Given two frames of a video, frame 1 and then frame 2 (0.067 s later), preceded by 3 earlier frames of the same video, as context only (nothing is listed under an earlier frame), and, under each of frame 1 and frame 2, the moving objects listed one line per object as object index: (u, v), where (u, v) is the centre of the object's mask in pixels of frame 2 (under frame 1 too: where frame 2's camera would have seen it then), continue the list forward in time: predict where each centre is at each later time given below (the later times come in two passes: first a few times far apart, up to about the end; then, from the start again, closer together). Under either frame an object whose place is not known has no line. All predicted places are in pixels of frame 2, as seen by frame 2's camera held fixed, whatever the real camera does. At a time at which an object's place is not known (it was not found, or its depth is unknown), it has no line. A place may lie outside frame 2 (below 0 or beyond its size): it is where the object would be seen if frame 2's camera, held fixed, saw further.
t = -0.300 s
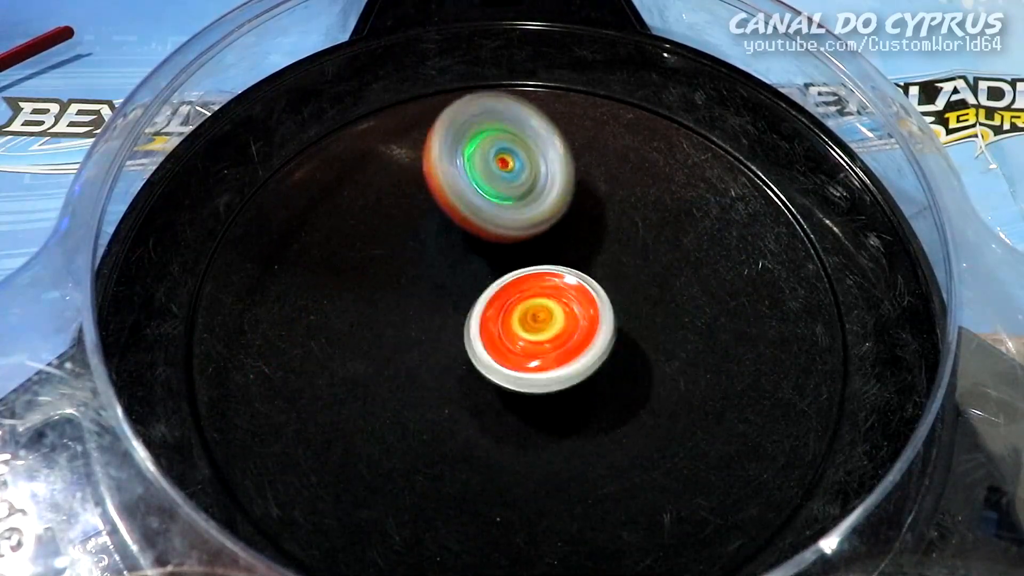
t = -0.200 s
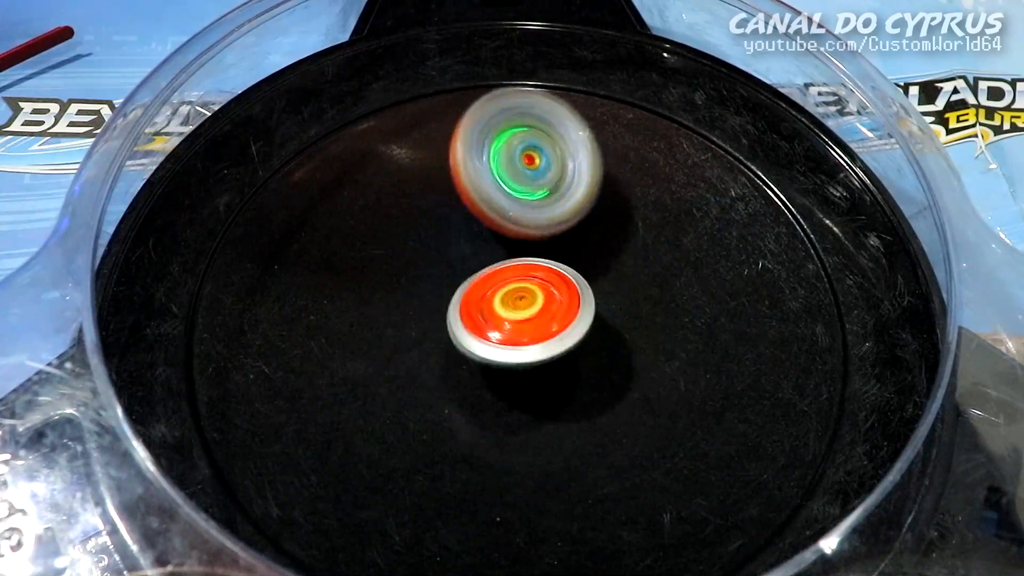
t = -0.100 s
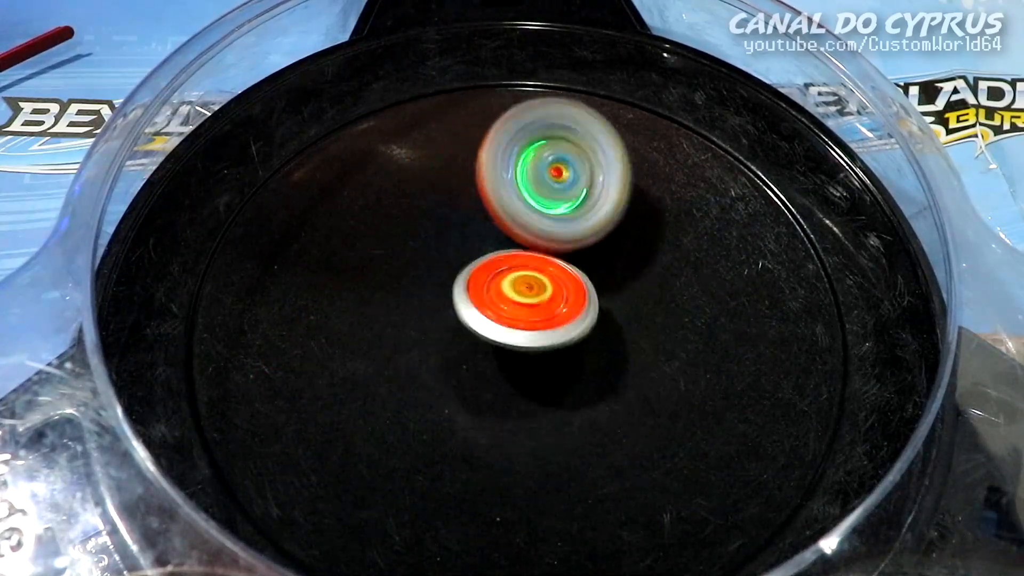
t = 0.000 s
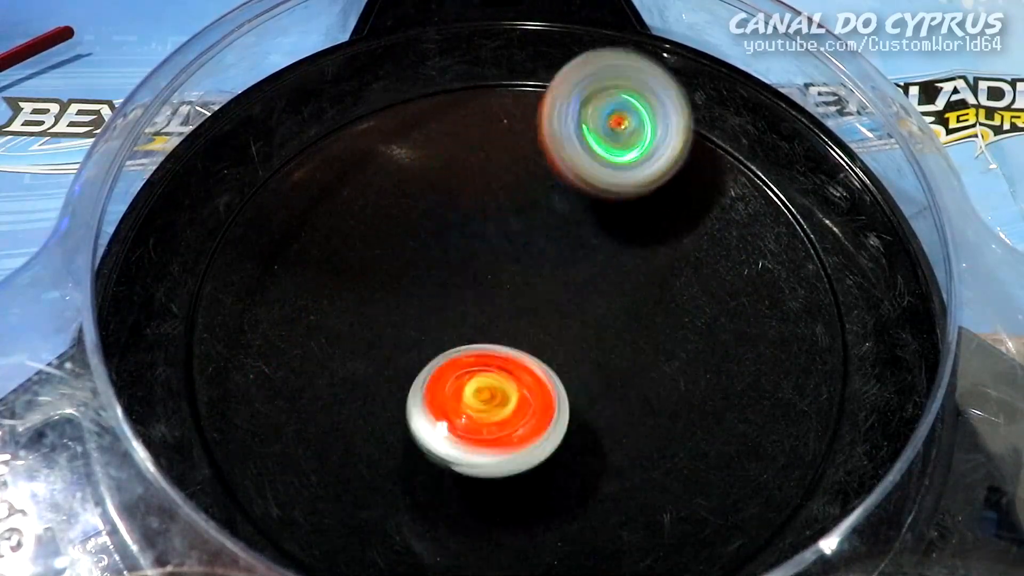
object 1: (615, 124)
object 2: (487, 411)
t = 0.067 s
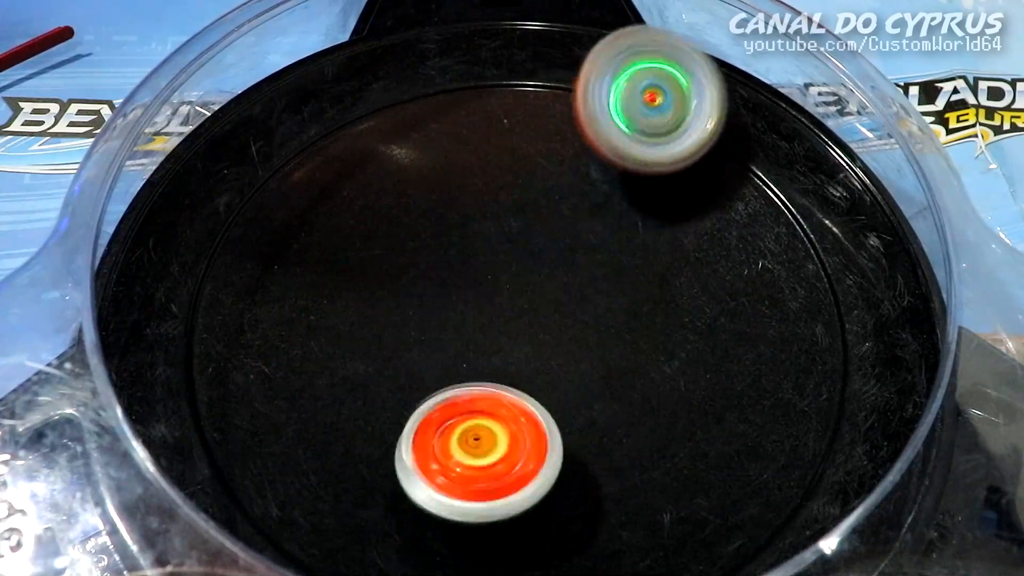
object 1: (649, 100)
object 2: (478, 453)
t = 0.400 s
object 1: (622, 303)
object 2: (484, 397)
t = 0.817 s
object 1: (697, 381)
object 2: (400, 383)
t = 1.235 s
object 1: (481, 475)
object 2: (539, 256)
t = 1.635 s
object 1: (462, 374)
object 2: (662, 294)
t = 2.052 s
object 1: (375, 304)
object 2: (593, 294)
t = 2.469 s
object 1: (473, 198)
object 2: (608, 302)
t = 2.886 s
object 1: (723, 187)
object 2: (472, 305)
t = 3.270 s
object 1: (675, 426)
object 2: (491, 272)
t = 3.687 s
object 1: (349, 429)
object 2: (529, 343)
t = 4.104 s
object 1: (403, 175)
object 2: (491, 316)
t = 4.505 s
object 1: (641, 204)
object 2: (544, 307)
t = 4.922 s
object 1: (678, 419)
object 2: (466, 330)
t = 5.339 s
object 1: (263, 419)
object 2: (522, 292)
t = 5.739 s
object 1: (376, 201)
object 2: (523, 347)
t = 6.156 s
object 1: (546, 166)
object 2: (509, 298)
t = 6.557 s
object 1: (628, 415)
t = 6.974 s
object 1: (410, 408)
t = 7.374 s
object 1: (501, 199)
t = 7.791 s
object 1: (558, 280)
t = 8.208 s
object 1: (404, 222)
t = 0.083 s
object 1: (656, 97)
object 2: (478, 460)
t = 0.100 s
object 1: (663, 95)
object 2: (477, 464)
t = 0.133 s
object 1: (670, 100)
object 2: (474, 464)
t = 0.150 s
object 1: (671, 108)
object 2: (474, 462)
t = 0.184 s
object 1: (671, 124)
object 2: (474, 455)
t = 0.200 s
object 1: (669, 135)
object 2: (476, 451)
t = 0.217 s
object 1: (667, 145)
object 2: (476, 446)
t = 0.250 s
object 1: (660, 172)
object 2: (482, 435)
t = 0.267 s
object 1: (657, 185)
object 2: (484, 429)
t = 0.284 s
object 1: (652, 200)
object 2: (488, 424)
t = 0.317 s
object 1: (640, 230)
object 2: (495, 412)
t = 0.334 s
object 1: (635, 245)
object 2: (499, 407)
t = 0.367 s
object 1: (621, 280)
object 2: (505, 396)
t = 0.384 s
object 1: (616, 295)
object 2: (501, 395)
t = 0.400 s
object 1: (622, 303)
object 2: (484, 397)
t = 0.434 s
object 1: (651, 310)
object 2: (429, 420)
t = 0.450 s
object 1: (667, 313)
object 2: (406, 431)
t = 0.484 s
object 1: (692, 323)
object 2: (367, 445)
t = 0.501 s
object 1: (704, 327)
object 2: (352, 447)
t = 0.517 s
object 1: (714, 329)
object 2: (337, 449)
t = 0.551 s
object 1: (733, 336)
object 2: (321, 451)
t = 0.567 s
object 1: (741, 340)
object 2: (316, 450)
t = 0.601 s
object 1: (753, 346)
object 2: (314, 443)
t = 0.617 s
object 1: (757, 349)
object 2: (317, 441)
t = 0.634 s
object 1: (760, 352)
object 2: (319, 437)
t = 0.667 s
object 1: (761, 358)
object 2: (333, 429)
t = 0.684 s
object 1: (759, 362)
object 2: (337, 425)
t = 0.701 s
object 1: (757, 363)
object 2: (346, 421)
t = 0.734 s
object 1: (747, 370)
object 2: (358, 411)
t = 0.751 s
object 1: (739, 372)
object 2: (368, 407)
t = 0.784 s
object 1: (720, 377)
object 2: (382, 396)
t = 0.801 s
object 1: (710, 380)
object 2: (391, 390)
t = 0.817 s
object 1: (697, 381)
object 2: (400, 383)
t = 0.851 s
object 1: (671, 383)
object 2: (415, 370)
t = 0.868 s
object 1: (657, 385)
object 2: (424, 363)
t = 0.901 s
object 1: (625, 388)
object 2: (440, 349)
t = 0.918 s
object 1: (609, 389)
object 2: (450, 342)
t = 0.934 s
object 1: (593, 390)
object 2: (460, 336)
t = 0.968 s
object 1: (573, 405)
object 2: (455, 313)
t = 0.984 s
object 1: (564, 411)
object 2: (459, 297)
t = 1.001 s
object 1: (556, 420)
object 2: (456, 287)
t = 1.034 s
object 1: (540, 436)
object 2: (461, 268)
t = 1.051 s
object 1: (532, 444)
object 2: (464, 261)
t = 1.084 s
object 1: (518, 452)
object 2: (473, 252)
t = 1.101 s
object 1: (511, 457)
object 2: (480, 249)
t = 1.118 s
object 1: (504, 467)
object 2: (485, 246)
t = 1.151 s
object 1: (495, 467)
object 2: (501, 246)
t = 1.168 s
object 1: (492, 469)
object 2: (508, 249)
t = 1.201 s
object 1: (484, 478)
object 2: (524, 252)
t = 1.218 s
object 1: (482, 477)
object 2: (533, 256)
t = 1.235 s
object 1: (481, 475)
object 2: (539, 256)
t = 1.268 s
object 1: (483, 469)
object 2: (555, 264)
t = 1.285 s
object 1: (485, 466)
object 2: (560, 268)
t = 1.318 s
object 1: (491, 456)
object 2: (575, 276)
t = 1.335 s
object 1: (496, 450)
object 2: (580, 282)
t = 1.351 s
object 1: (501, 444)
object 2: (587, 285)
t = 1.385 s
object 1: (510, 430)
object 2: (597, 296)
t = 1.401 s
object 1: (515, 422)
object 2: (602, 298)
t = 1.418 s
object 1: (518, 417)
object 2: (608, 304)
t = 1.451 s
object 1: (525, 400)
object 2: (620, 310)
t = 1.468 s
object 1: (524, 396)
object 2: (625, 311)
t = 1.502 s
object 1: (507, 394)
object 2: (647, 310)
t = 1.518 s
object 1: (499, 392)
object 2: (652, 305)
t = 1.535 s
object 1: (492, 391)
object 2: (660, 302)
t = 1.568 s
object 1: (482, 384)
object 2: (668, 296)
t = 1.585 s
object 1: (477, 383)
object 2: (668, 295)
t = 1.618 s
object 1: (467, 377)
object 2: (666, 296)
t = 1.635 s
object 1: (462, 374)
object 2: (662, 294)
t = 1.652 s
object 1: (457, 371)
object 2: (659, 293)
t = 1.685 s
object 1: (453, 364)
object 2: (651, 298)
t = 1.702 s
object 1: (451, 362)
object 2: (645, 295)
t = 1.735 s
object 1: (445, 355)
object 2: (635, 298)
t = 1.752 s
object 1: (443, 351)
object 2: (628, 299)
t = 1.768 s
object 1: (440, 349)
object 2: (623, 297)
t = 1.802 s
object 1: (438, 342)
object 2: (612, 302)
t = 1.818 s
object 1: (436, 341)
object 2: (605, 302)
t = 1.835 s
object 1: (435, 337)
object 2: (600, 301)
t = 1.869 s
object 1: (431, 330)
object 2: (587, 306)
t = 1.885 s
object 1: (430, 329)
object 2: (580, 306)
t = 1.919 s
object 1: (421, 322)
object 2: (581, 305)
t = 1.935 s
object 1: (414, 321)
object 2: (582, 305)
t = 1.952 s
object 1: (407, 317)
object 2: (587, 304)
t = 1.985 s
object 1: (395, 313)
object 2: (591, 300)
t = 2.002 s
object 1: (389, 310)
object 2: (593, 300)
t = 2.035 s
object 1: (379, 305)
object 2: (593, 298)
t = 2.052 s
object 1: (375, 304)
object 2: (593, 294)
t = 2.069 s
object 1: (372, 299)
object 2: (593, 293)
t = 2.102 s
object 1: (367, 294)
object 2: (593, 290)
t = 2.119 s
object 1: (366, 289)
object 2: (594, 287)
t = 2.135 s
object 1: (365, 287)
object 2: (595, 286)
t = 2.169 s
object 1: (366, 279)
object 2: (598, 283)
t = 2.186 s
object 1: (367, 274)
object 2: (602, 280)
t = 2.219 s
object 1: (373, 267)
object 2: (608, 280)
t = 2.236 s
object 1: (376, 260)
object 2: (611, 281)
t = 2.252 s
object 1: (379, 256)
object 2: (614, 280)
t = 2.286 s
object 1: (389, 247)
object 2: (619, 283)
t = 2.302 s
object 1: (394, 244)
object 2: (619, 285)
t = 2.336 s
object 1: (407, 234)
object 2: (620, 287)
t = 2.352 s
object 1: (412, 228)
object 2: (619, 290)
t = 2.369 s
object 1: (420, 225)
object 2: (618, 291)
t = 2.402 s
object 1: (437, 215)
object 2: (617, 294)
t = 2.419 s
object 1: (446, 211)
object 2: (615, 298)
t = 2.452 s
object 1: (463, 202)
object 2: (608, 300)
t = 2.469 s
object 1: (473, 198)
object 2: (608, 302)
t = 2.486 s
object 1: (485, 192)
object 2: (603, 305)
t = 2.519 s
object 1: (505, 182)
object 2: (594, 308)
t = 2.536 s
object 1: (515, 180)
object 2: (593, 310)
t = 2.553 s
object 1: (525, 177)
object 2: (587, 314)
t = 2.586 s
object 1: (549, 169)
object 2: (575, 317)
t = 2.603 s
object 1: (559, 165)
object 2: (572, 318)
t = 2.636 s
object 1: (580, 162)
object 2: (560, 322)
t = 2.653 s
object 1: (593, 160)
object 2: (551, 323)
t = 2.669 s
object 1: (605, 158)
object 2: (547, 323)
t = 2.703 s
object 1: (624, 156)
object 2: (534, 325)
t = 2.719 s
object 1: (635, 157)
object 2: (524, 324)
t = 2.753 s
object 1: (659, 159)
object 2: (513, 322)
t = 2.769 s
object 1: (668, 158)
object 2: (507, 321)
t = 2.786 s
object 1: (676, 162)
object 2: (499, 319)
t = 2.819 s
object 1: (696, 168)
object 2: (490, 315)
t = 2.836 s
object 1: (704, 172)
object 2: (485, 313)
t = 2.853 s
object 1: (711, 174)
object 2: (478, 310)
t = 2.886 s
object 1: (723, 187)
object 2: (472, 305)
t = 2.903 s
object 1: (731, 193)
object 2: (467, 302)
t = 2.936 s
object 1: (741, 205)
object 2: (462, 296)
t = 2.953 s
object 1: (744, 215)
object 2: (461, 294)
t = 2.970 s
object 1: (747, 224)
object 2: (458, 291)
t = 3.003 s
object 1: (754, 243)
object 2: (457, 285)
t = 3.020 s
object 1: (755, 251)
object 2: (458, 283)
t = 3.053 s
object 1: (754, 275)
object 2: (457, 278)
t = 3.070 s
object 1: (754, 286)
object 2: (458, 276)
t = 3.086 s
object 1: (752, 297)
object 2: (461, 275)
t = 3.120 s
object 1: (744, 321)
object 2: (464, 273)
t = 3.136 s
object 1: (739, 334)
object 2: (466, 272)
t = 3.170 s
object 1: (730, 358)
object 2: (473, 272)
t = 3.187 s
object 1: (722, 369)
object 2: (474, 271)
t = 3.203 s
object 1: (712, 382)
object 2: (478, 269)
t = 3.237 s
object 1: (695, 407)
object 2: (485, 272)
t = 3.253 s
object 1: (686, 417)
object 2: (487, 273)
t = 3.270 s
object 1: (675, 426)
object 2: (491, 272)
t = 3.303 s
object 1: (647, 449)
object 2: (499, 275)
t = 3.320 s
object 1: (636, 458)
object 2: (502, 278)
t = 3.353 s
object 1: (609, 472)
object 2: (510, 280)
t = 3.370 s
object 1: (592, 479)
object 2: (513, 282)
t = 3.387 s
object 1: (577, 485)
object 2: (517, 285)
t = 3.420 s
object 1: (550, 493)
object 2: (523, 289)
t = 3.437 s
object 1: (534, 494)
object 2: (527, 294)
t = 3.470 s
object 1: (503, 497)
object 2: (529, 301)
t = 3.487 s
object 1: (489, 496)
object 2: (531, 302)
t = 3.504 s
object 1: (476, 495)
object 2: (536, 307)
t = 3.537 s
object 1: (447, 493)
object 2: (537, 315)
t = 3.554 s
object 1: (434, 490)
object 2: (536, 318)
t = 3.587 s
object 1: (410, 478)
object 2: (538, 327)
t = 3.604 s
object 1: (397, 472)
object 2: (538, 329)
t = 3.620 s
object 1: (386, 465)
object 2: (534, 333)
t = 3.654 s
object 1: (367, 447)
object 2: (534, 339)
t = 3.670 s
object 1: (358, 438)
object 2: (532, 341)
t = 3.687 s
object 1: (349, 429)
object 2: (529, 343)
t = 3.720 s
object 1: (336, 407)
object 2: (526, 347)
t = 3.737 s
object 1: (331, 396)
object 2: (522, 350)
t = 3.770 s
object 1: (321, 374)
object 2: (516, 350)
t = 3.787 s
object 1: (320, 361)
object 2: (515, 350)
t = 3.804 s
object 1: (316, 349)
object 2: (511, 351)
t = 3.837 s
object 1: (315, 325)
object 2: (505, 351)
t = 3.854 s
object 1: (315, 313)
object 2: (503, 348)
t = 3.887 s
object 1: (319, 289)
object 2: (498, 347)
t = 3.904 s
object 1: (321, 279)
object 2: (497, 346)
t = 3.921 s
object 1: (326, 268)
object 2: (494, 343)
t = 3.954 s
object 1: (333, 246)
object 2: (492, 340)
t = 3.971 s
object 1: (340, 237)
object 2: (490, 337)
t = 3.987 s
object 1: (346, 225)
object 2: (488, 335)
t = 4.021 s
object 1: (358, 209)
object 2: (490, 330)
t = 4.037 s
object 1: (367, 201)
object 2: (488, 327)
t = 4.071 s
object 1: (385, 185)
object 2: (487, 320)
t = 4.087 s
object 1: (392, 179)
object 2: (490, 318)
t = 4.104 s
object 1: (403, 175)
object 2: (491, 316)
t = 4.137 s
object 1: (422, 161)
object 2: (491, 310)
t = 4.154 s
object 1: (430, 158)
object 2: (493, 307)
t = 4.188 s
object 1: (453, 153)
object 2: (499, 304)
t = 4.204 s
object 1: (463, 149)
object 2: (500, 301)
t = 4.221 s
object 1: (472, 147)
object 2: (503, 299)
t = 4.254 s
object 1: (495, 145)
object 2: (510, 298)
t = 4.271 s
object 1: (506, 143)
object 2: (512, 297)
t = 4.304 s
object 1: (527, 148)
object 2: (518, 294)
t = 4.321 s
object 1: (540, 150)
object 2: (521, 294)
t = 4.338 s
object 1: (549, 151)
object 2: (524, 296)
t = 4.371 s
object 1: (570, 159)
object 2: (530, 294)
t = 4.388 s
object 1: (579, 160)
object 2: (533, 295)
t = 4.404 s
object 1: (590, 162)
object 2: (536, 297)
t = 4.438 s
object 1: (607, 176)
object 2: (538, 300)
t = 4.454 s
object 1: (618, 182)
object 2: (542, 300)
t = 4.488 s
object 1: (633, 193)
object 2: (545, 305)
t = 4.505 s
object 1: (641, 204)
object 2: (544, 307)
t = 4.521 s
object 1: (652, 209)
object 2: (546, 307)
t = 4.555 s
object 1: (666, 225)
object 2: (542, 316)
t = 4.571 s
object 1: (677, 231)
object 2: (540, 317)
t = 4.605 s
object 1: (694, 245)
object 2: (536, 322)
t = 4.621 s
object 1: (703, 251)
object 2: (535, 325)
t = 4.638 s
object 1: (710, 262)
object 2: (532, 330)
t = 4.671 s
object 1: (721, 279)
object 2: (523, 335)
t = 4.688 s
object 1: (724, 291)
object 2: (520, 337)
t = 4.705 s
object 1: (729, 300)
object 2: (515, 340)
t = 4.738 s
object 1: (731, 320)
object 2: (506, 343)
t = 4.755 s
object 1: (733, 329)
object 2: (500, 343)
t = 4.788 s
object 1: (731, 348)
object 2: (492, 344)
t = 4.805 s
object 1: (729, 358)
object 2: (488, 344)
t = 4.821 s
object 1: (725, 368)
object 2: (483, 342)
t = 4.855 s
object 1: (715, 385)
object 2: (479, 339)
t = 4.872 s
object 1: (706, 395)
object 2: (474, 337)
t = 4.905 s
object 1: (691, 409)
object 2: (467, 333)
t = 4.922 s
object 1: (678, 419)
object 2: (466, 330)
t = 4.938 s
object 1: (669, 426)
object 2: (466, 329)
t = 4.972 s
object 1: (641, 440)
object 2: (461, 323)
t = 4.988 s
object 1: (627, 446)
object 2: (459, 320)
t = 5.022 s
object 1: (593, 457)
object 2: (463, 315)
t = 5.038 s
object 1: (575, 460)
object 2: (462, 312)
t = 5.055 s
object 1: (557, 464)
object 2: (462, 309)
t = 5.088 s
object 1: (517, 471)
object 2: (467, 304)
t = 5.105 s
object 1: (499, 472)
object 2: (470, 303)
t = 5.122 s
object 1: (479, 471)
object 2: (472, 302)
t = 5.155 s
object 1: (439, 471)
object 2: (476, 295)
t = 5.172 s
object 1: (419, 467)
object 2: (480, 294)
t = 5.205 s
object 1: (382, 464)
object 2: (488, 294)
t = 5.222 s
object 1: (362, 459)
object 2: (491, 292)
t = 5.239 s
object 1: (344, 456)
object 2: (495, 290)
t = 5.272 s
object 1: (312, 445)
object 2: (506, 290)
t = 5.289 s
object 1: (299, 440)
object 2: (509, 292)
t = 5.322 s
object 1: (272, 426)
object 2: (516, 291)
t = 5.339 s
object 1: (263, 419)
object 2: (522, 292)
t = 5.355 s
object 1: (253, 411)
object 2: (526, 294)
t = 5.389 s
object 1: (236, 394)
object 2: (530, 299)
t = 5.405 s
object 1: (230, 387)
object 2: (534, 300)
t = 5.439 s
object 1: (226, 371)
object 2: (542, 306)
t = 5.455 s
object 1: (229, 363)
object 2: (543, 309)
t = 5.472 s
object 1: (232, 352)
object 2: (543, 313)
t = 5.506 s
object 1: (243, 334)
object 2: (548, 317)
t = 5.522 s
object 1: (247, 325)
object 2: (549, 322)
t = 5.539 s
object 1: (256, 317)
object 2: (549, 324)
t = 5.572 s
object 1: (269, 296)
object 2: (545, 329)
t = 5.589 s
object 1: (278, 286)
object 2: (547, 332)
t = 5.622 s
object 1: (299, 267)
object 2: (543, 338)
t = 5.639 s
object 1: (310, 256)
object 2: (538, 340)
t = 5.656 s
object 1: (323, 249)
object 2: (536, 341)
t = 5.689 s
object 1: (343, 230)
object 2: (533, 346)
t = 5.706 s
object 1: (354, 219)
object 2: (530, 347)
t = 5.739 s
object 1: (376, 201)
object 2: (523, 347)
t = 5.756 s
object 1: (389, 194)
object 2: (522, 346)
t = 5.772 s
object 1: (398, 186)
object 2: (519, 347)
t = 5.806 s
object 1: (421, 169)
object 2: (512, 346)
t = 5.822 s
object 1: (434, 165)
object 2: (509, 343)
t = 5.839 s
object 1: (444, 157)
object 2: (509, 342)
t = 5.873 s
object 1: (465, 147)
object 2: (503, 339)
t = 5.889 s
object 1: (474, 145)
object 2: (501, 338)
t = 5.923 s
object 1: (493, 139)
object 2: (499, 331)
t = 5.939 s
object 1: (497, 135)
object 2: (499, 329)
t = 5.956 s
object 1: (508, 136)
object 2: (496, 326)
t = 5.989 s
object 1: (522, 135)
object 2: (493, 320)
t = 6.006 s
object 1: (526, 132)
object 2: (495, 317)
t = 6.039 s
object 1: (537, 135)
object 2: (499, 313)
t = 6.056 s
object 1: (542, 138)
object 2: (498, 311)
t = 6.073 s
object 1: (544, 143)
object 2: (499, 307)
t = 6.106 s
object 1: (547, 153)
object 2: (504, 302)
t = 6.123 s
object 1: (545, 155)
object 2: (508, 301)
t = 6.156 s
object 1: (546, 166)
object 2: (509, 298)
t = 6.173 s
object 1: (548, 174)
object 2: (510, 298)
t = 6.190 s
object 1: (545, 174)
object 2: (509, 302)
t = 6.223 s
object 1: (553, 177)
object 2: (498, 318)
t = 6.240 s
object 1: (561, 179)
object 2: (491, 325)
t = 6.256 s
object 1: (564, 184)
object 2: (487, 329)
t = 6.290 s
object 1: (577, 191)
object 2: (483, 337)
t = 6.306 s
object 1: (586, 196)
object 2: (481, 340)
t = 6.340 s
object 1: (597, 216)
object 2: (476, 345)
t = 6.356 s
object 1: (605, 224)
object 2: (474, 345)
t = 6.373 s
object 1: (611, 238)
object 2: (475, 344)
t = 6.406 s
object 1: (620, 266)
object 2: (472, 346)
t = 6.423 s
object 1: (624, 280)
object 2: (469, 346)
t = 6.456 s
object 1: (630, 315)
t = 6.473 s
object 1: (631, 331)
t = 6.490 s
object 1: (632, 347)
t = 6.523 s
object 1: (634, 384)
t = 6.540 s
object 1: (627, 399)
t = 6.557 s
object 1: (628, 415)
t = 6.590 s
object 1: (619, 447)
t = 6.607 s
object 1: (610, 460)
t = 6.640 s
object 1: (602, 481)
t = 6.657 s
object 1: (592, 492)
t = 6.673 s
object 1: (582, 497)
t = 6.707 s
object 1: (560, 506)
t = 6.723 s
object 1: (547, 508)
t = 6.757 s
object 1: (525, 513)
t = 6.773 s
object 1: (513, 509)
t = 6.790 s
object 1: (500, 507)
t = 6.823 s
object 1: (480, 502)
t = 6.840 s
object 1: (473, 495)
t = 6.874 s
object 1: (454, 477)
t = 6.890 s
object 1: (446, 469)
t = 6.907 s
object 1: (442, 458)
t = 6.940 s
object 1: (428, 433)
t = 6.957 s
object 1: (419, 420)
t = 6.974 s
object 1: (410, 408)
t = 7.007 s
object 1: (390, 383)
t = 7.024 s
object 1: (386, 370)
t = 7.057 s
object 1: (374, 341)
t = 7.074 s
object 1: (370, 328)
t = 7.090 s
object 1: (368, 315)
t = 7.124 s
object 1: (372, 293)
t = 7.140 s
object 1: (373, 279)
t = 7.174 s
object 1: (381, 255)
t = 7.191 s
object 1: (386, 246)
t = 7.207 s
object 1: (395, 237)
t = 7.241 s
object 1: (411, 225)
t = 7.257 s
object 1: (421, 215)
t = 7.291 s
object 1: (442, 205)
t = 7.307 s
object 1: (457, 205)
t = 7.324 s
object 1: (465, 207)
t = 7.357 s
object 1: (490, 199)
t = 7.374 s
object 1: (501, 199)
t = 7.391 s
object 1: (516, 201)
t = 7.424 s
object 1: (537, 209)
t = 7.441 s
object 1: (551, 206)
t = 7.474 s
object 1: (572, 194)
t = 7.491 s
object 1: (584, 190)
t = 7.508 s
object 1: (590, 190)
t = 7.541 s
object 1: (599, 186)
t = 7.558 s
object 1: (603, 186)
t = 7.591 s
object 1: (612, 186)
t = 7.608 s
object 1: (613, 192)
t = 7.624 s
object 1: (612, 199)
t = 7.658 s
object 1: (606, 209)
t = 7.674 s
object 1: (603, 214)
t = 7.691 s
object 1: (603, 225)
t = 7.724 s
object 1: (594, 242)
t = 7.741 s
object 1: (586, 251)
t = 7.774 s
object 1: (569, 271)
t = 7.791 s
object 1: (558, 280)
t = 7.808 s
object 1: (547, 285)
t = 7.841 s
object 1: (522, 290)
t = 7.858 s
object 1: (508, 295)
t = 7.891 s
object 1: (480, 307)
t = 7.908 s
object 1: (468, 311)
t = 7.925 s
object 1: (455, 309)
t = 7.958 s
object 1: (430, 299)
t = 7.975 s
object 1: (418, 295)
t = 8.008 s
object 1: (399, 283)
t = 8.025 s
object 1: (391, 274)
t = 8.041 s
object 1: (386, 267)
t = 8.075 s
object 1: (377, 249)
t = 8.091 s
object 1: (378, 246)
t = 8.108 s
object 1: (379, 242)
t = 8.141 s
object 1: (386, 233)
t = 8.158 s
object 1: (390, 229)
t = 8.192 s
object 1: (400, 225)
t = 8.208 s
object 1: (404, 222)
